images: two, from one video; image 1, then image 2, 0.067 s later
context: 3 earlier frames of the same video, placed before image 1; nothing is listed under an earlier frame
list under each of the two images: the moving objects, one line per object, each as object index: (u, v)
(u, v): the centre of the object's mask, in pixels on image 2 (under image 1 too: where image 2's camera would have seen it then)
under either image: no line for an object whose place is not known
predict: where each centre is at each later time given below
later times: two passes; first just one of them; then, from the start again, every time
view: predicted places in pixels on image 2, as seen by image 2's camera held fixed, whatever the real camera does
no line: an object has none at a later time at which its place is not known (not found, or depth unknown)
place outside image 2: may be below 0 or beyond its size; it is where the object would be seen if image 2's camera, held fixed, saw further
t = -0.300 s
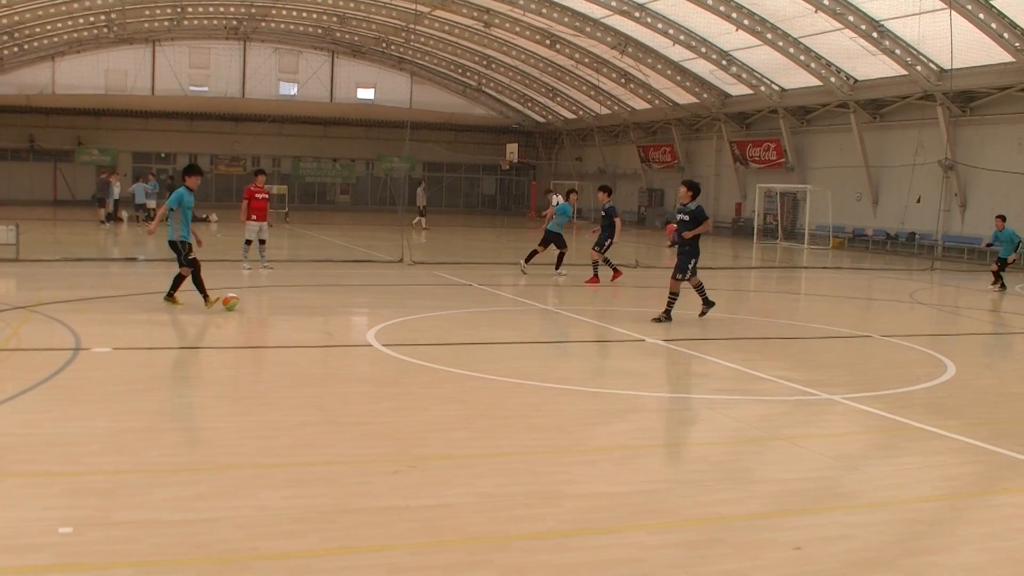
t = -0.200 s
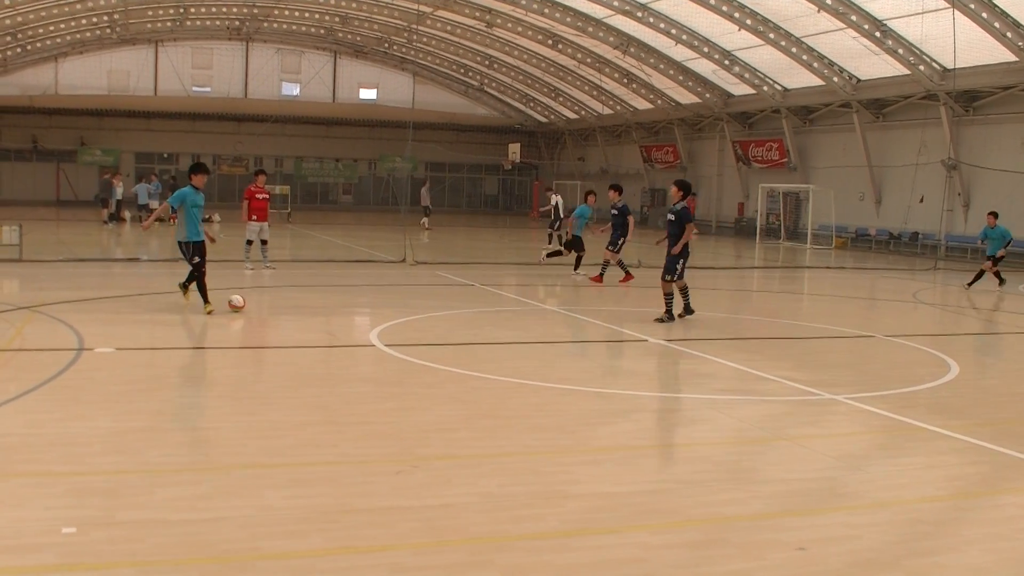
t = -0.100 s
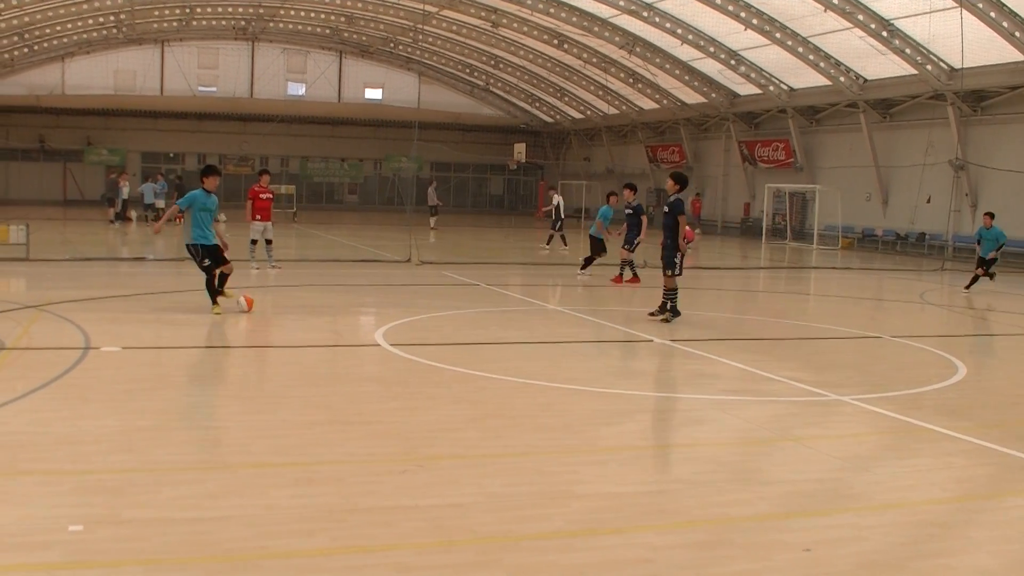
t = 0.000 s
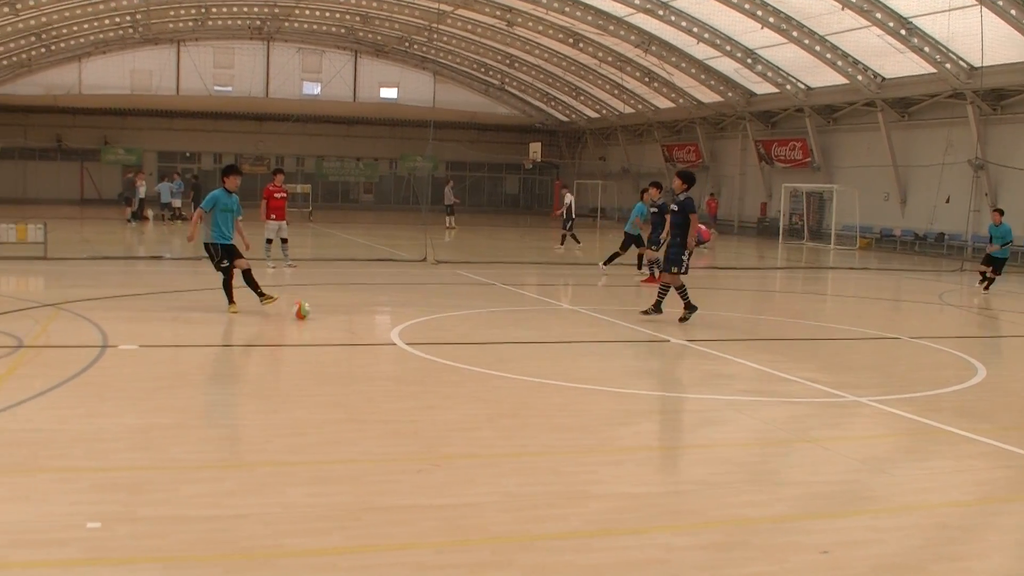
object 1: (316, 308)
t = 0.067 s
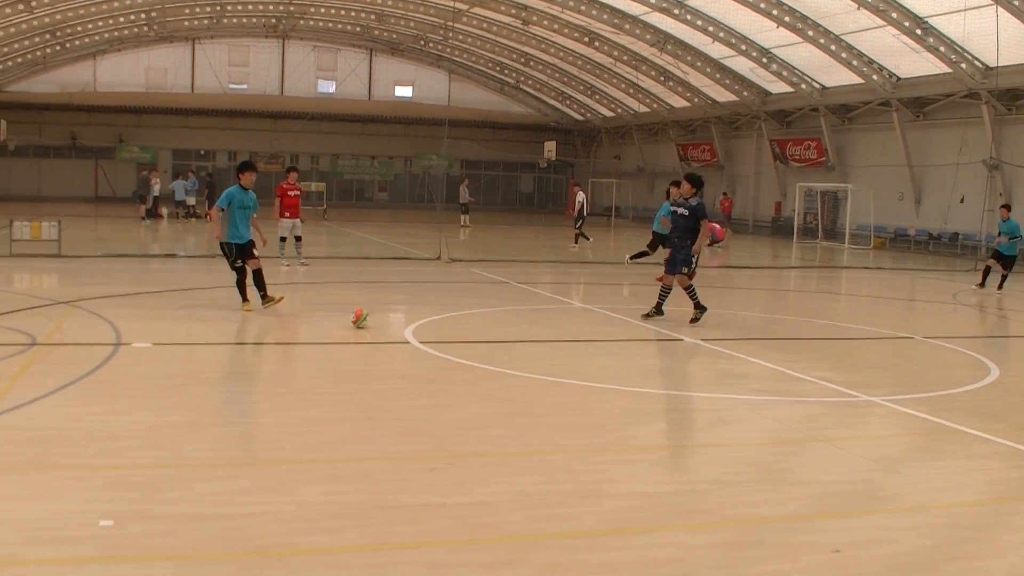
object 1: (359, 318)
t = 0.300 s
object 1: (554, 358)
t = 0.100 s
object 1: (385, 323)
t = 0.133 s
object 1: (411, 328)
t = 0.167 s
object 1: (437, 334)
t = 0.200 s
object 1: (465, 339)
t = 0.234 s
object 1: (493, 346)
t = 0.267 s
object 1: (523, 351)
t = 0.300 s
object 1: (554, 358)
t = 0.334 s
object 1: (585, 364)
